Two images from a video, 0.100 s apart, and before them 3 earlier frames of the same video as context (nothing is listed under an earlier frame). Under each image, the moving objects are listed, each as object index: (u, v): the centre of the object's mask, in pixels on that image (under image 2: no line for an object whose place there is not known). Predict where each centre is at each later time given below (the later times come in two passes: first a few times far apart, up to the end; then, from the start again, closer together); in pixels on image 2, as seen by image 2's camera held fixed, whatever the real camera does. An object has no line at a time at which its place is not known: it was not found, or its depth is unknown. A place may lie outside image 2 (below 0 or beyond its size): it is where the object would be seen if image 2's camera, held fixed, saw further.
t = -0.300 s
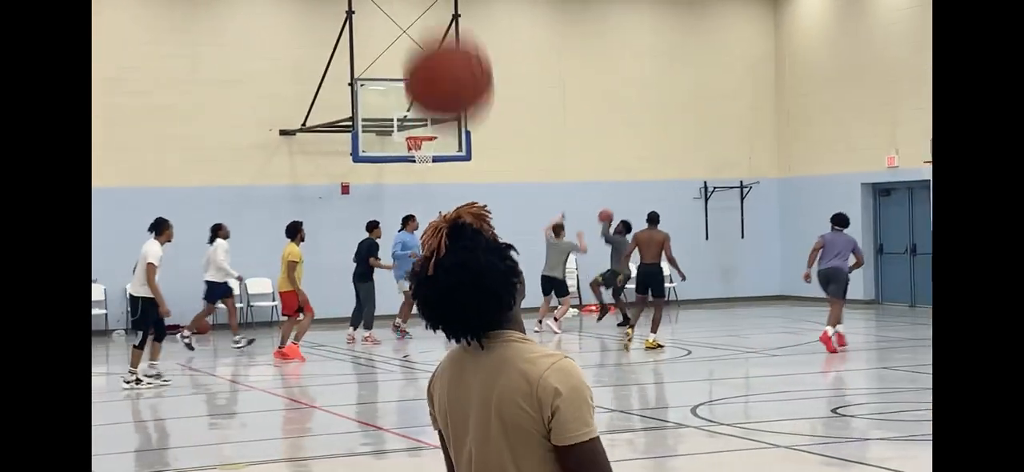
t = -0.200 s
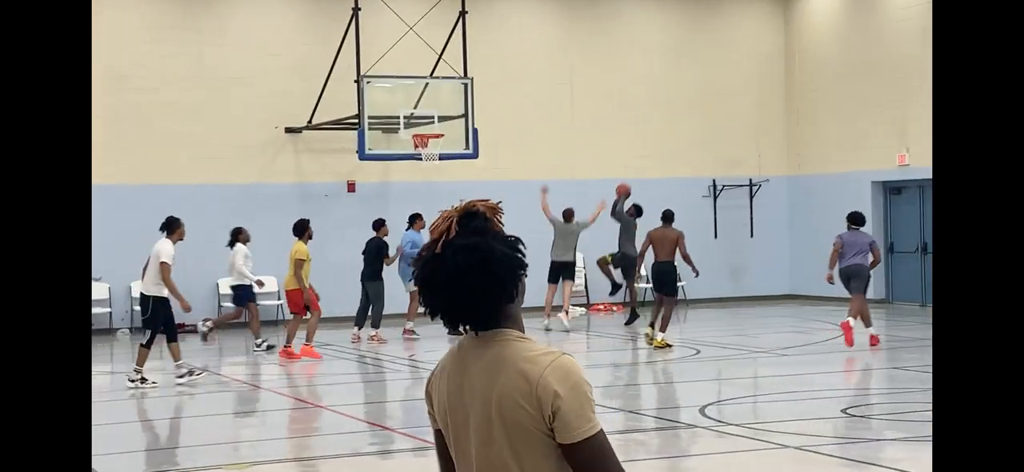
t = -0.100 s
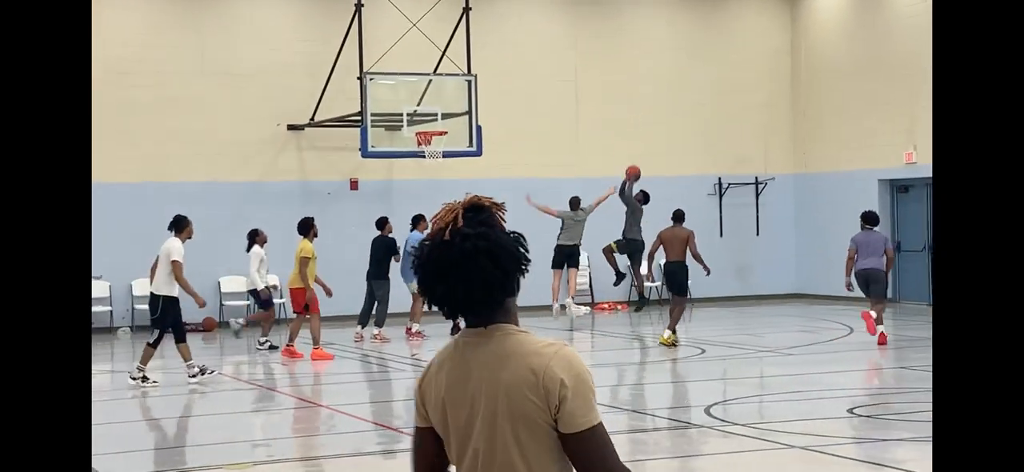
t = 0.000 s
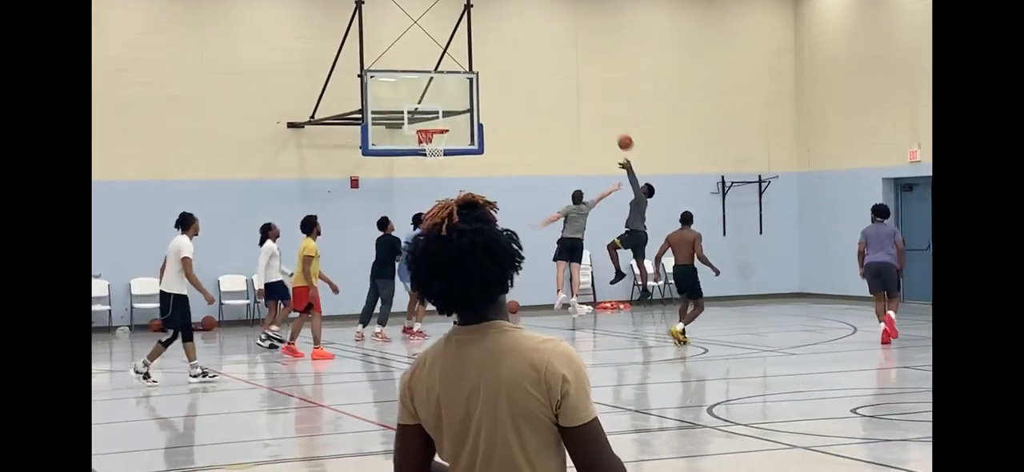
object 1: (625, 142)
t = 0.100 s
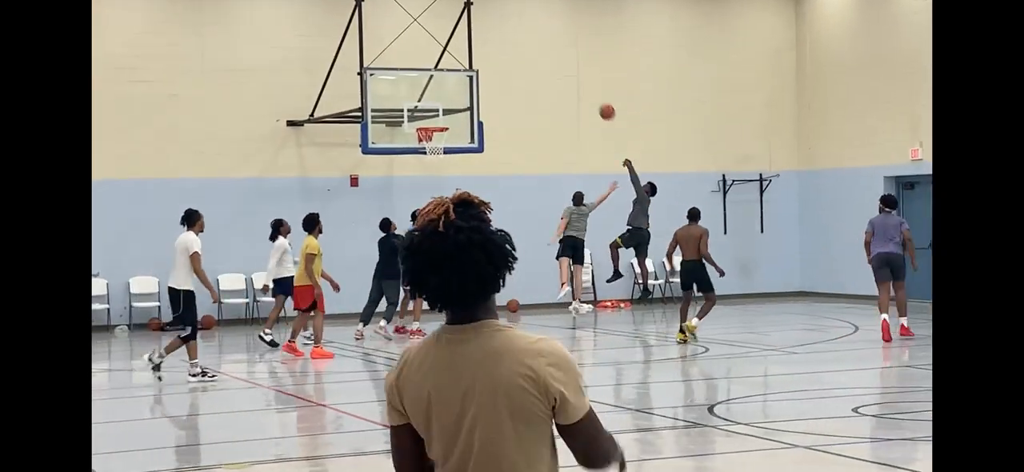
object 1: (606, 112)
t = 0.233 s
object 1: (582, 83)
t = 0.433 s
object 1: (545, 60)
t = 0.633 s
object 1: (508, 63)
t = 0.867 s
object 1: (464, 99)
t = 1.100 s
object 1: (464, 98)
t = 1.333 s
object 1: (491, 86)
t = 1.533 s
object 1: (514, 104)
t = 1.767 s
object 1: (542, 158)
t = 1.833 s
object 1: (549, 179)
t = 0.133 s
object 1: (600, 103)
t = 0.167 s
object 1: (594, 96)
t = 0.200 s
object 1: (588, 89)
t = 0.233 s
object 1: (582, 83)
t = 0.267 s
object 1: (576, 77)
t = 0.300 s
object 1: (570, 72)
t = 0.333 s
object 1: (563, 68)
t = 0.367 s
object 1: (557, 65)
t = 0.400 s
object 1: (551, 62)
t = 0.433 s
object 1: (545, 60)
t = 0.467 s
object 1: (538, 59)
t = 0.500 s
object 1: (532, 58)
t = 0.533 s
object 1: (526, 58)
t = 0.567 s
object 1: (520, 59)
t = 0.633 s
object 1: (508, 63)
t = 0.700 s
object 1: (495, 70)
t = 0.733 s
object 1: (489, 74)
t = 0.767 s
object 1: (484, 79)
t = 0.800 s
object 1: (477, 85)
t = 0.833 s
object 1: (471, 91)
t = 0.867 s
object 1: (464, 99)
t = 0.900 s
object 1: (458, 107)
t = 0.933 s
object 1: (453, 115)
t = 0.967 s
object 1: (450, 121)
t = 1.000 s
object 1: (453, 114)
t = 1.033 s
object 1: (457, 108)
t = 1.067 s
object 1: (461, 102)
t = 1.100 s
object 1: (464, 98)
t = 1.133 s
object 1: (468, 94)
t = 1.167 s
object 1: (472, 91)
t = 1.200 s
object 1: (476, 88)
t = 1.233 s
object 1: (480, 87)
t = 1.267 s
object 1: (483, 86)
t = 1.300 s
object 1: (487, 86)
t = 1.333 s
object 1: (491, 86)
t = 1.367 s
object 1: (494, 87)
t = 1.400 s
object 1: (499, 89)
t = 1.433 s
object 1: (503, 92)
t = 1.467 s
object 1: (507, 95)
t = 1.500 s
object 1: (511, 99)
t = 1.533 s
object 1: (514, 104)
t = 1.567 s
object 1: (518, 110)
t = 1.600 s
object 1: (522, 116)
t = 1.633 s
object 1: (527, 123)
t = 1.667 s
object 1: (530, 131)
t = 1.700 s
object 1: (534, 139)
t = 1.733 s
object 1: (538, 148)
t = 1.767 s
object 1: (542, 158)
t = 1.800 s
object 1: (545, 168)
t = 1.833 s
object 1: (549, 179)
